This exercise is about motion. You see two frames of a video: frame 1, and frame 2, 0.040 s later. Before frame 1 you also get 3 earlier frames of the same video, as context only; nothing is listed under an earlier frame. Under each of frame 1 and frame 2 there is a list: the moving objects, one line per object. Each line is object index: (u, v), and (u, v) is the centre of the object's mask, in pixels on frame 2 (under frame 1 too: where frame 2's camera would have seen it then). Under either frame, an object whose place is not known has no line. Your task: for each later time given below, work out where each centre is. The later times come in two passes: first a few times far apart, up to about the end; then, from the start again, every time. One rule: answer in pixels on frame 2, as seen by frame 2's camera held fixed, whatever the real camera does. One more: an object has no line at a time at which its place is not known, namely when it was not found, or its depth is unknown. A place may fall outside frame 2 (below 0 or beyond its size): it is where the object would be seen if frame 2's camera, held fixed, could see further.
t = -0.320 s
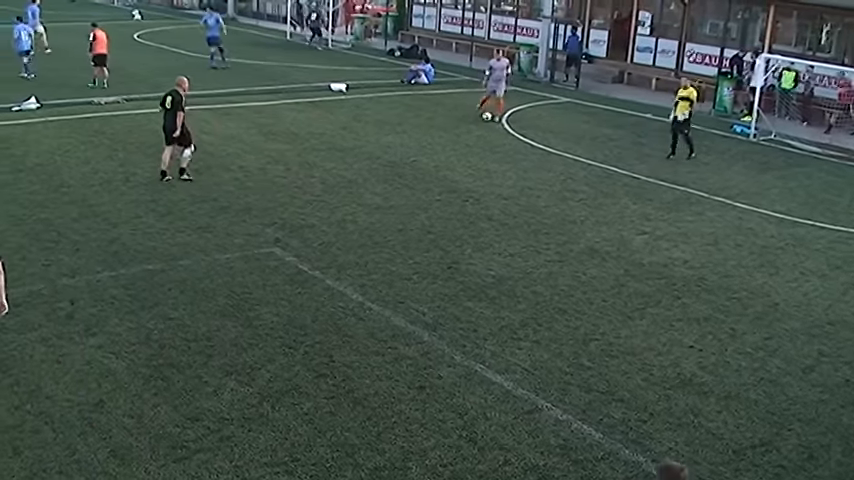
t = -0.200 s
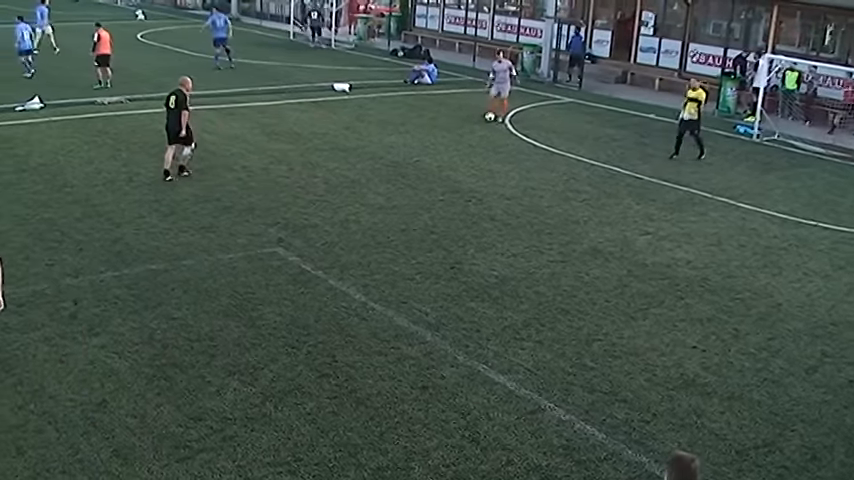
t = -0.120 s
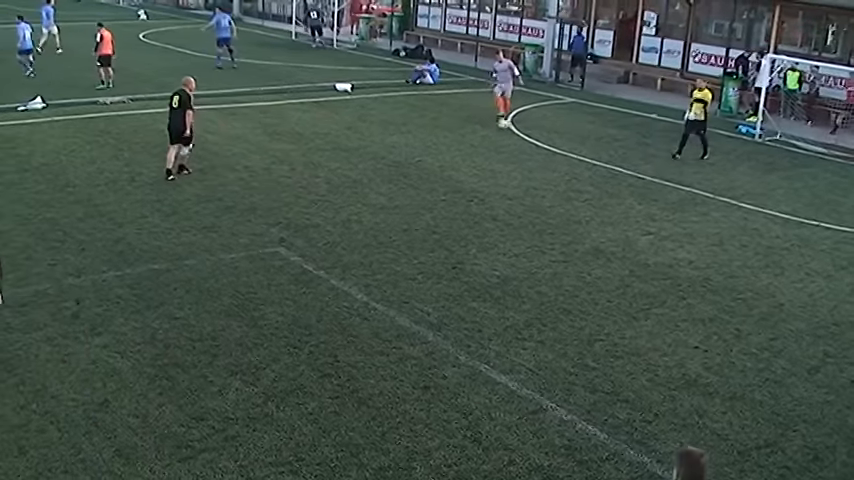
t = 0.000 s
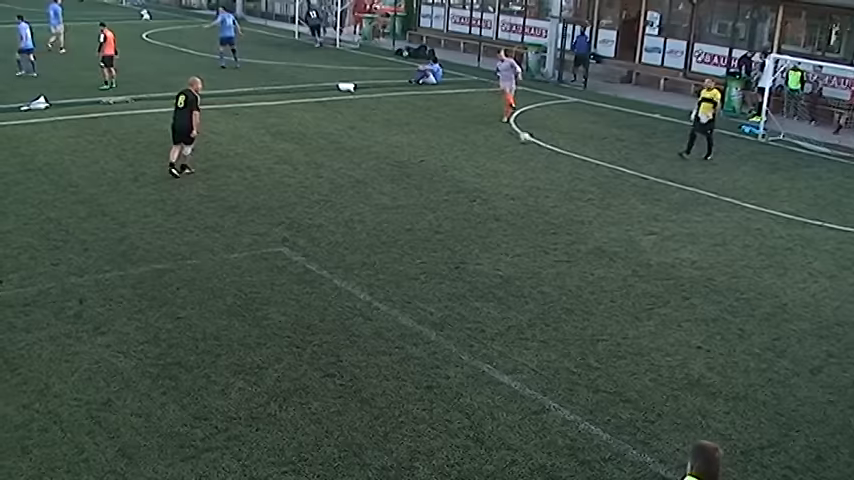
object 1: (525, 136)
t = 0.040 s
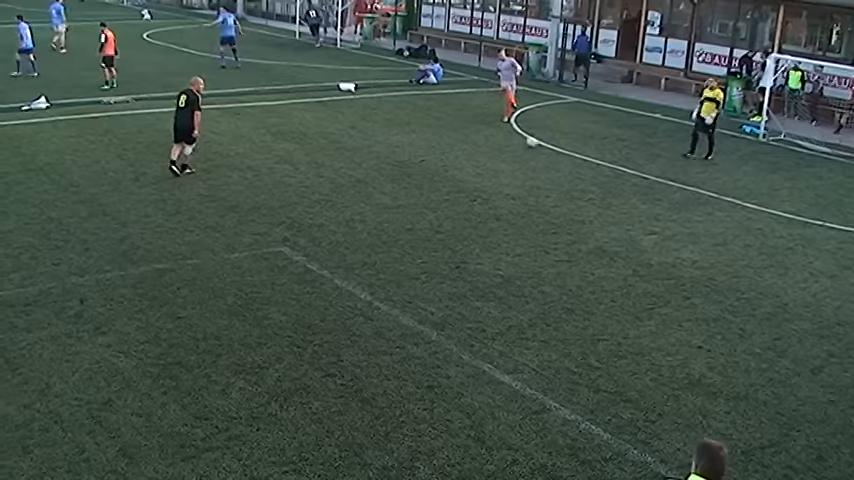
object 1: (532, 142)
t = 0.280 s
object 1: (572, 170)
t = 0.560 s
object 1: (620, 204)
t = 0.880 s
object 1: (677, 249)
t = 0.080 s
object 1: (538, 146)
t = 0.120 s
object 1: (545, 150)
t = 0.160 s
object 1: (552, 156)
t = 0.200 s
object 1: (558, 161)
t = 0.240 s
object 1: (565, 164)
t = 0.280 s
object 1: (572, 170)
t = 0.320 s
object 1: (579, 176)
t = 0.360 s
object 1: (585, 181)
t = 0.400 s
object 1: (592, 185)
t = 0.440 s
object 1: (599, 190)
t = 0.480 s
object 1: (607, 197)
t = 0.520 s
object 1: (613, 201)
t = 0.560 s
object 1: (620, 204)
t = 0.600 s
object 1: (627, 208)
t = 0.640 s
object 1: (634, 214)
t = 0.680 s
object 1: (640, 222)
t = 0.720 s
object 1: (648, 228)
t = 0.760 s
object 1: (654, 232)
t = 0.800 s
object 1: (662, 238)
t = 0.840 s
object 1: (670, 244)
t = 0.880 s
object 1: (677, 249)
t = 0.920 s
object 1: (685, 254)
